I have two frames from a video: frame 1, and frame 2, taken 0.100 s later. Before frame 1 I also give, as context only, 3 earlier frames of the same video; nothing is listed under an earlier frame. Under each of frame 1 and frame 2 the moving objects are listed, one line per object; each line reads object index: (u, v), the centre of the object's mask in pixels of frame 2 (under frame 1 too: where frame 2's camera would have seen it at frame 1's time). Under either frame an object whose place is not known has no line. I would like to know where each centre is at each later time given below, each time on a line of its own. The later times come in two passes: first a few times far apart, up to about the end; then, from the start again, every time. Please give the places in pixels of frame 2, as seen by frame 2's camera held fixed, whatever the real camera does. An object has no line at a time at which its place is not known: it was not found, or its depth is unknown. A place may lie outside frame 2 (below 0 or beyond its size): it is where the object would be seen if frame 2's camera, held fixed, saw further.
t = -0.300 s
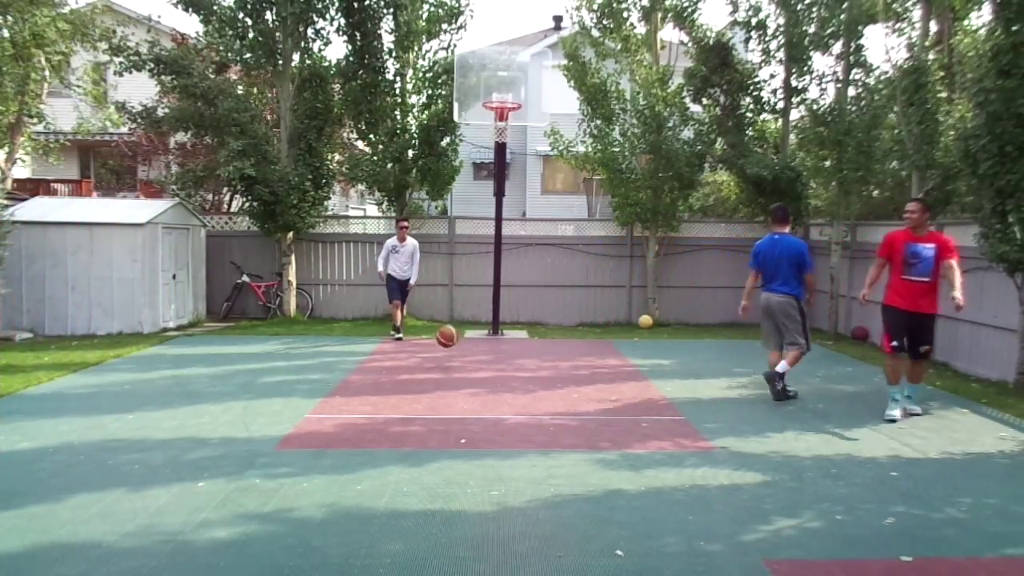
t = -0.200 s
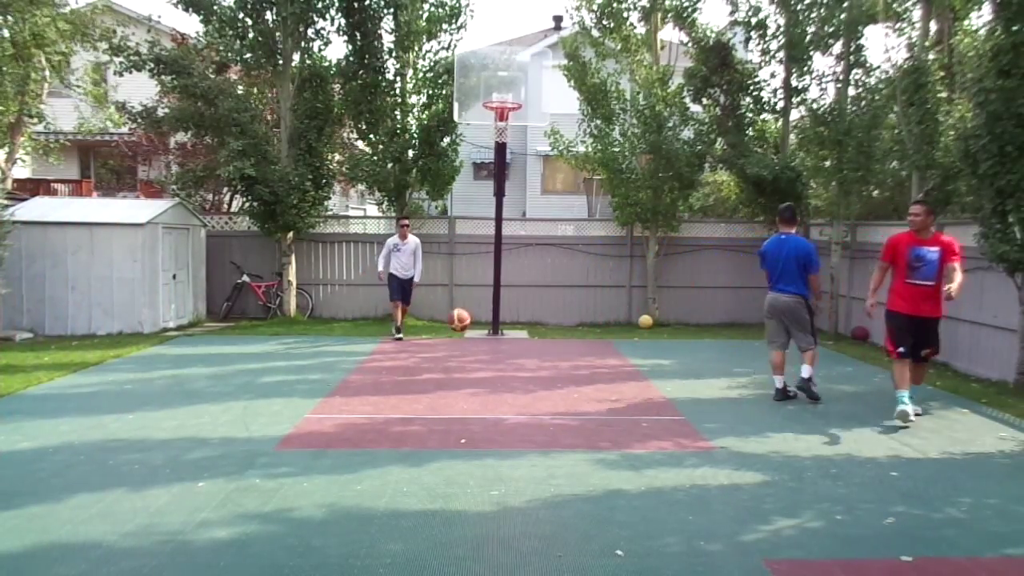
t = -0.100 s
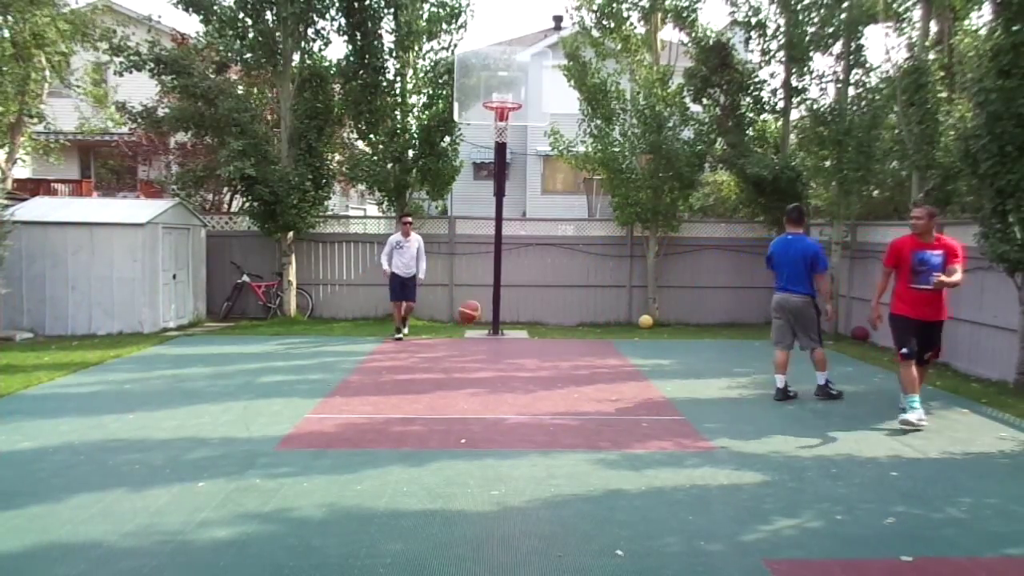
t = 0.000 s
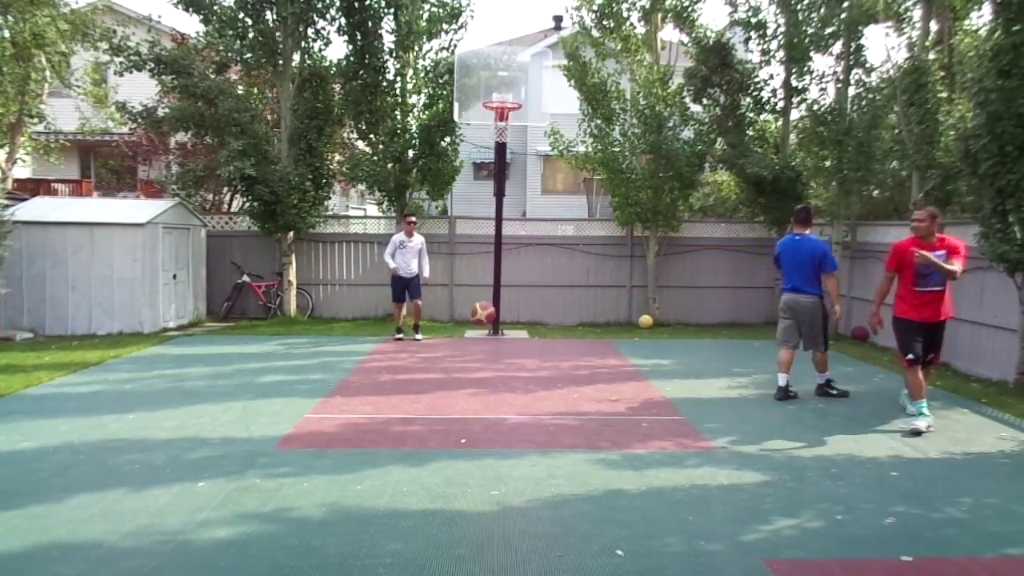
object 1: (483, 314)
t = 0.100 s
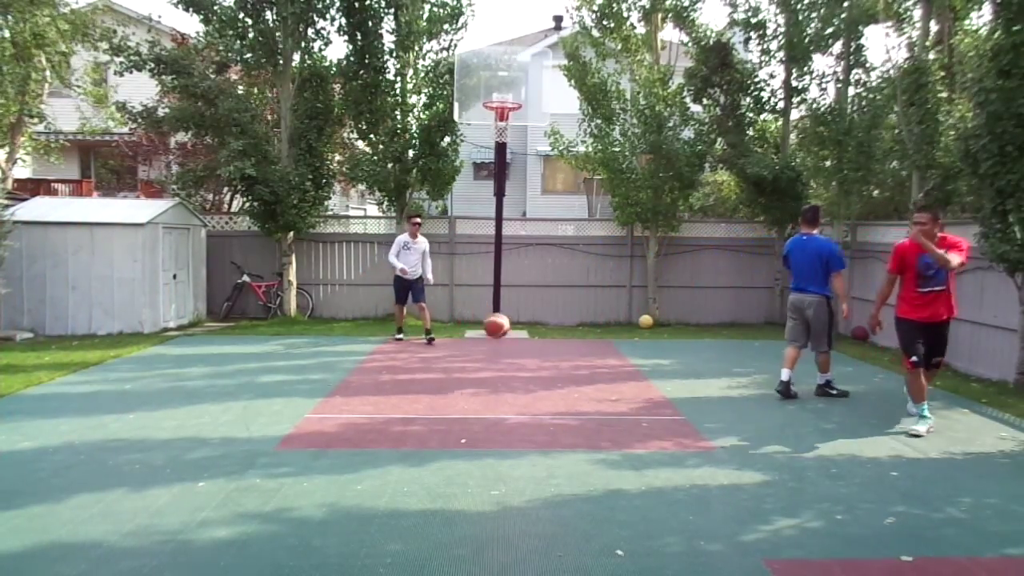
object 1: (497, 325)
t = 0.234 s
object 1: (516, 359)
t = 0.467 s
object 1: (558, 368)
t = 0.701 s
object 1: (611, 385)
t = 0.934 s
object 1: (676, 425)
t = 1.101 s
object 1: (732, 423)
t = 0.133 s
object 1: (501, 331)
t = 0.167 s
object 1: (506, 339)
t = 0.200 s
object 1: (511, 349)
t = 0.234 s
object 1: (516, 359)
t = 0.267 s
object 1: (521, 371)
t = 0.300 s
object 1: (526, 385)
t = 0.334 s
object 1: (532, 387)
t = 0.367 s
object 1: (538, 380)
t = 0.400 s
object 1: (544, 375)
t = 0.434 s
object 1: (551, 371)
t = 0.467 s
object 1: (558, 368)
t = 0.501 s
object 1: (565, 366)
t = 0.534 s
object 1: (572, 366)
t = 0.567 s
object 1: (579, 367)
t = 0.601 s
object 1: (587, 368)
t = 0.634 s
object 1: (595, 372)
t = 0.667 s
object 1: (603, 378)
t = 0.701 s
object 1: (611, 385)
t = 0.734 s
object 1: (619, 394)
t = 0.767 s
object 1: (628, 405)
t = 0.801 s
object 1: (636, 417)
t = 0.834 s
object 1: (646, 430)
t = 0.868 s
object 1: (656, 438)
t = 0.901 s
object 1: (665, 430)
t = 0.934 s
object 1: (676, 425)
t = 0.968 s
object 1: (686, 421)
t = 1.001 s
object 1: (698, 419)
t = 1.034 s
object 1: (709, 419)
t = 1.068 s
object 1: (720, 420)
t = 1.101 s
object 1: (732, 423)
